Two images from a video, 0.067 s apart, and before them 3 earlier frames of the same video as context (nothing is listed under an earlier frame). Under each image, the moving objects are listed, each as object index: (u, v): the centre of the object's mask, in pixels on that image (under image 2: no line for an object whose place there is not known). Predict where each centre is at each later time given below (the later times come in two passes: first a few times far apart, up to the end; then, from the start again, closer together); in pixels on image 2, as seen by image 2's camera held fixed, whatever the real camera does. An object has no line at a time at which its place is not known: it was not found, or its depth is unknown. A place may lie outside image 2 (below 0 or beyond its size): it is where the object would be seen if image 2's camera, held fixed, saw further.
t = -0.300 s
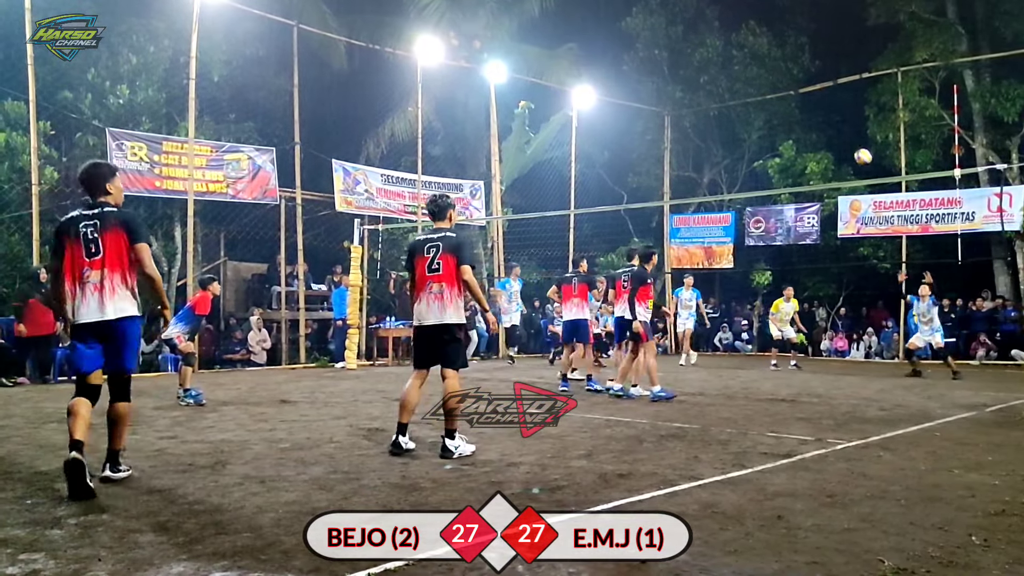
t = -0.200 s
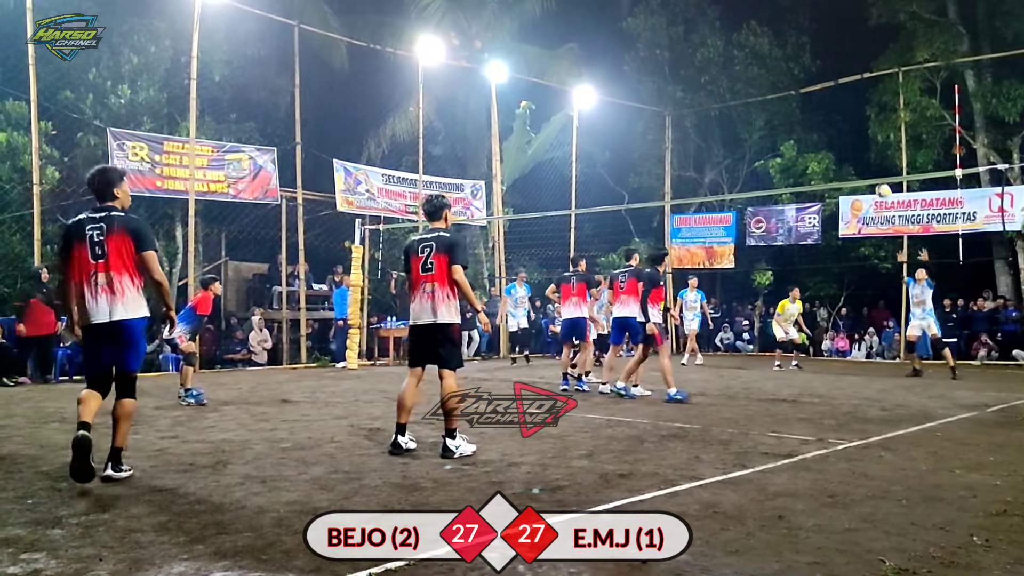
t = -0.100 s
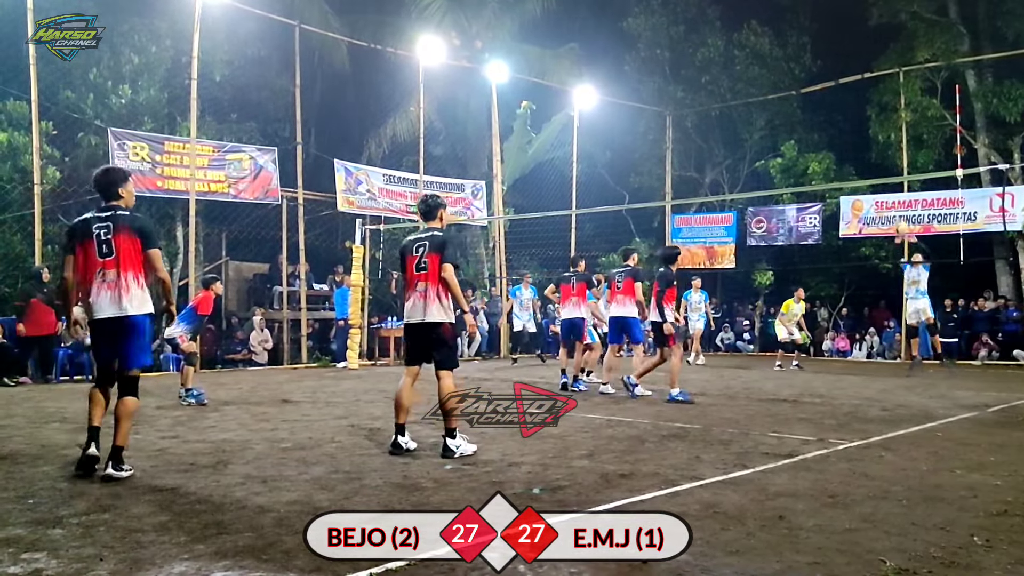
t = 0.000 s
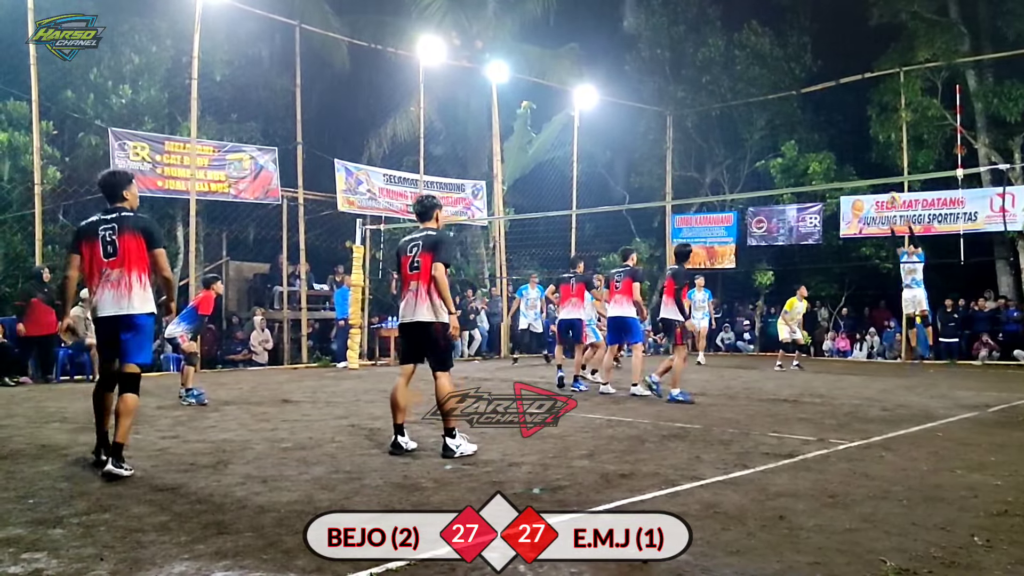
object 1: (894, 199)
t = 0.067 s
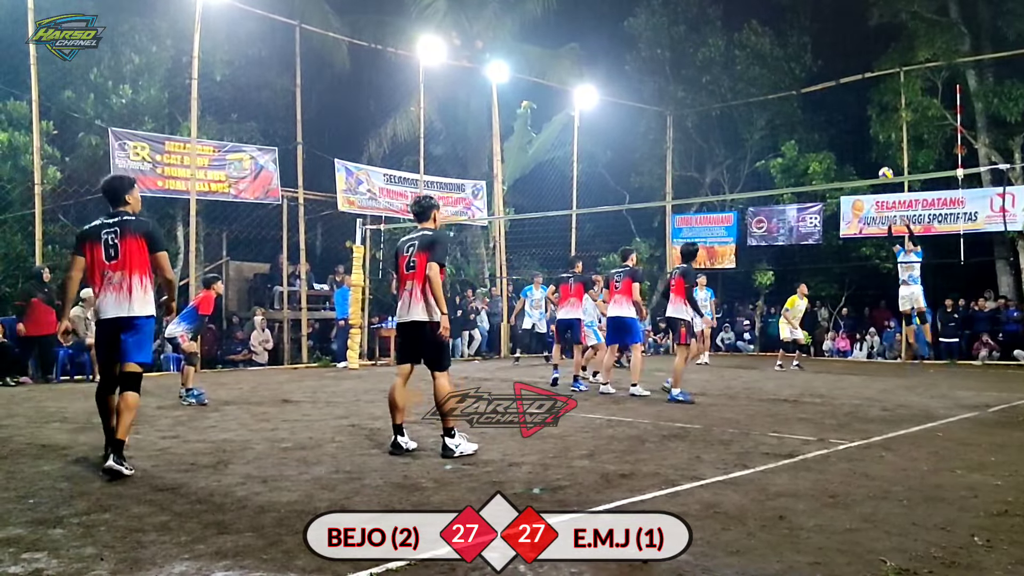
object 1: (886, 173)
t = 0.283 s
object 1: (857, 110)
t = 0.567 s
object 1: (818, 69)
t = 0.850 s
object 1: (778, 75)
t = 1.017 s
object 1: (753, 104)
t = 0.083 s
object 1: (884, 168)
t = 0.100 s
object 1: (882, 163)
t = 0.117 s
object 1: (879, 157)
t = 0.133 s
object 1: (877, 151)
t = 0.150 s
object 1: (875, 146)
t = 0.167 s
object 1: (873, 141)
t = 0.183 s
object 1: (871, 136)
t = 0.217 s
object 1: (866, 127)
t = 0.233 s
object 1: (864, 123)
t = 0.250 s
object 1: (862, 119)
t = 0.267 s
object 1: (859, 114)
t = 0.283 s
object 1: (857, 110)
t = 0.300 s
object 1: (855, 107)
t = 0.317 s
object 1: (853, 103)
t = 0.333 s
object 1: (850, 100)
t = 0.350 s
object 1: (849, 97)
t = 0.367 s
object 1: (846, 93)
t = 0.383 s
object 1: (844, 91)
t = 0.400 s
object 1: (842, 88)
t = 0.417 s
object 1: (839, 85)
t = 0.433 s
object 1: (837, 82)
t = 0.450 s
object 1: (835, 80)
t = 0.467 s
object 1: (832, 78)
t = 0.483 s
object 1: (830, 76)
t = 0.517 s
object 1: (825, 72)
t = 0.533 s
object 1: (823, 71)
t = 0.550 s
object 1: (821, 70)
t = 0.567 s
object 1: (818, 69)
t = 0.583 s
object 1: (816, 68)
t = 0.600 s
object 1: (814, 67)
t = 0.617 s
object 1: (811, 67)
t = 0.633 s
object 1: (809, 66)
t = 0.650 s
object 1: (807, 66)
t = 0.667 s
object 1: (804, 65)
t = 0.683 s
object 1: (802, 66)
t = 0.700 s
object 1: (800, 65)
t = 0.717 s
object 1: (797, 66)
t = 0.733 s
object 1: (795, 66)
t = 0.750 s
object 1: (792, 67)
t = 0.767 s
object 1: (790, 68)
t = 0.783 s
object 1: (788, 69)
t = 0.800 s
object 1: (785, 70)
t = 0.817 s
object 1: (783, 72)
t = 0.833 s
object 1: (780, 73)
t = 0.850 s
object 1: (778, 75)
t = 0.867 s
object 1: (775, 78)
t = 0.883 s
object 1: (773, 79)
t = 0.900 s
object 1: (771, 82)
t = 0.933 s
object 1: (766, 87)
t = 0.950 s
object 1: (764, 90)
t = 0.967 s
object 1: (761, 93)
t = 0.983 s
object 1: (758, 96)
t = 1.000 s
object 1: (756, 99)
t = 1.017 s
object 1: (753, 104)
